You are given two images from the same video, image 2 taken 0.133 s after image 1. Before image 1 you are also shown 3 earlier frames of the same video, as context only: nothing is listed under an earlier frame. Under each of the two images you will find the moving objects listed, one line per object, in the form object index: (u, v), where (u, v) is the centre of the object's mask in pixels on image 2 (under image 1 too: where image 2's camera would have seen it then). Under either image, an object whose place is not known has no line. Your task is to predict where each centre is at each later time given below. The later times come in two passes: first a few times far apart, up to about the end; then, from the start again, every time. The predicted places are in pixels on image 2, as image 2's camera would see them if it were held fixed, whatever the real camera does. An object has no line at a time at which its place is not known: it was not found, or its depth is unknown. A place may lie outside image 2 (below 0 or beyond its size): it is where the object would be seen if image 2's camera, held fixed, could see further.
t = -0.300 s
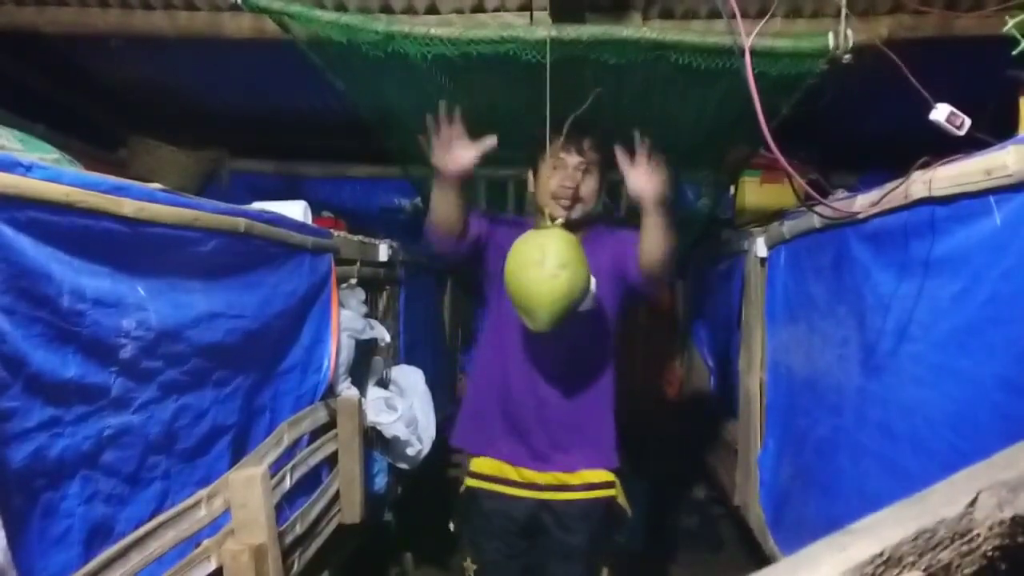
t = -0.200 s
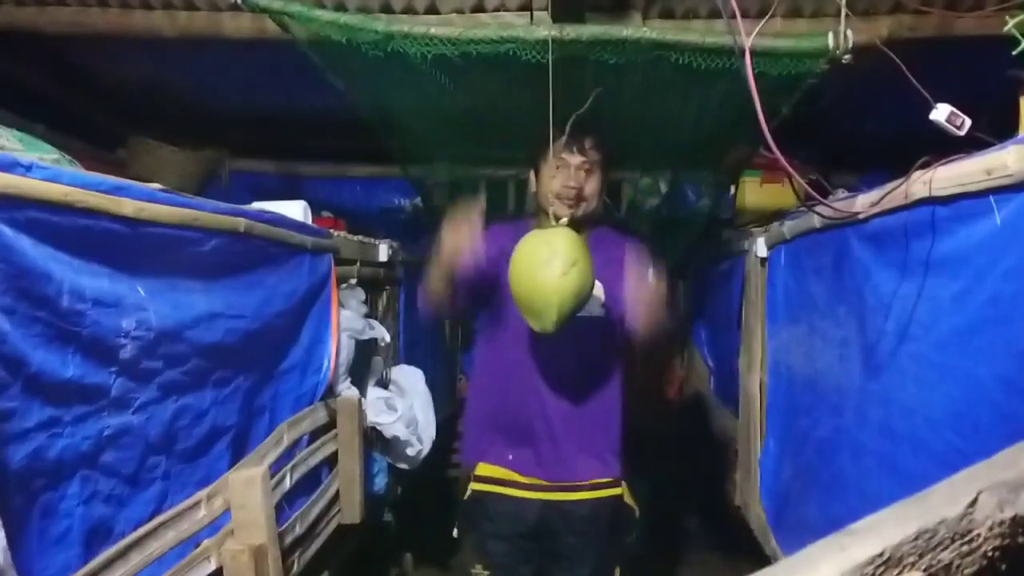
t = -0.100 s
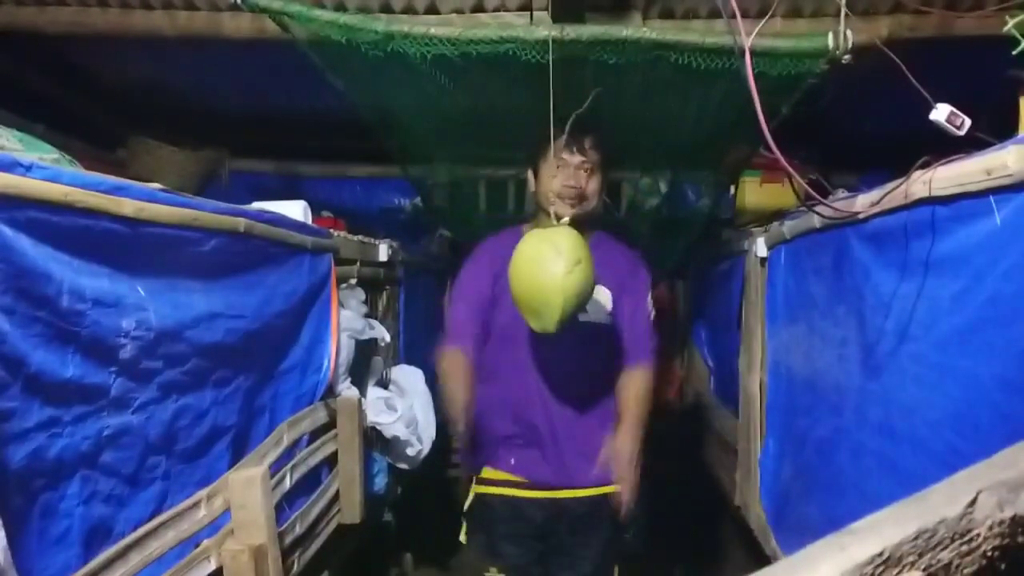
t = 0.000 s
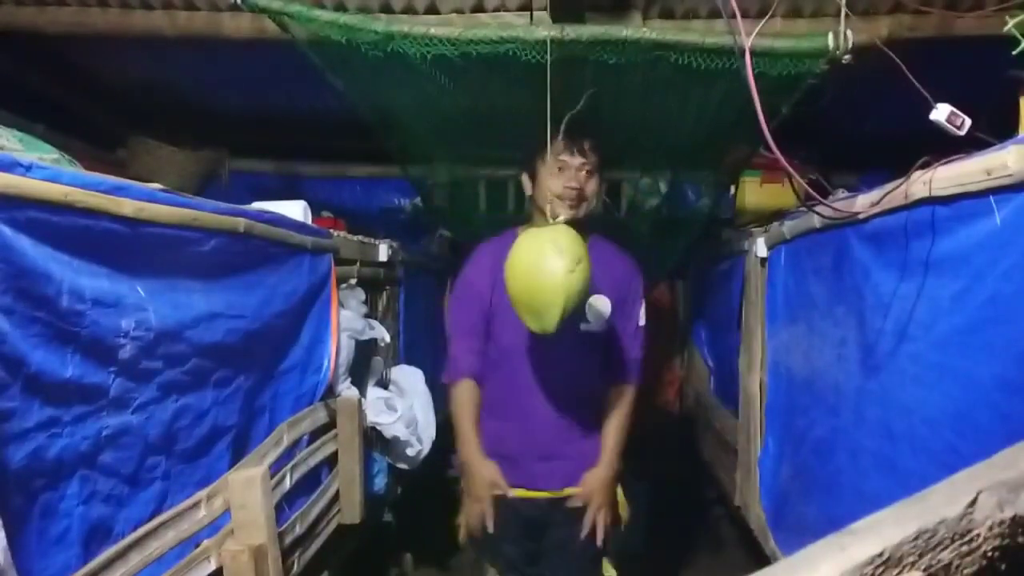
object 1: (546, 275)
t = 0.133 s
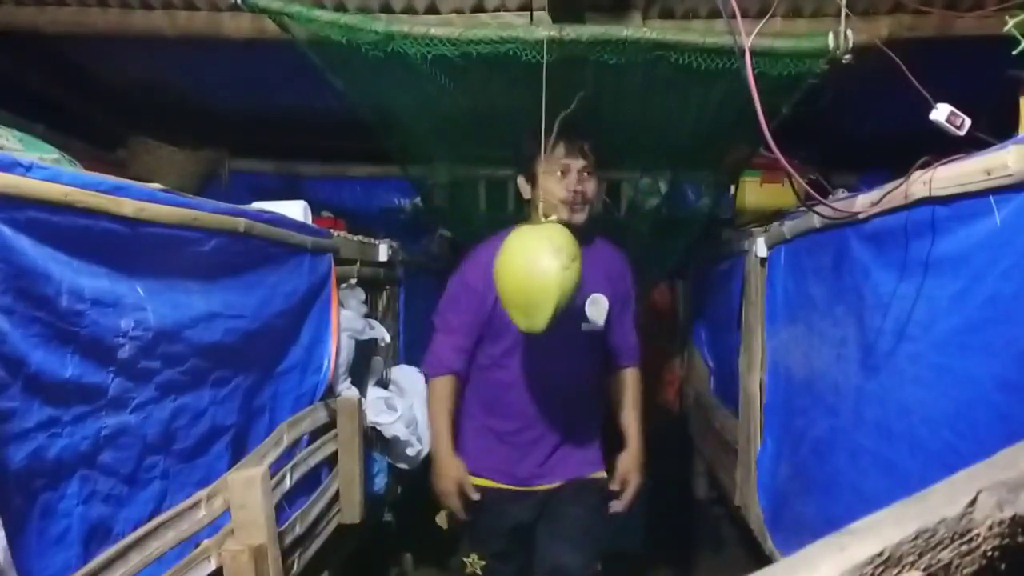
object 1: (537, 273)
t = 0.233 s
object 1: (526, 272)
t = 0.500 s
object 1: (499, 271)
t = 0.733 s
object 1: (492, 272)
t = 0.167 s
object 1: (533, 273)
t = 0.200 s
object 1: (530, 273)
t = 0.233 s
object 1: (526, 272)
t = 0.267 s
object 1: (523, 272)
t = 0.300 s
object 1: (519, 272)
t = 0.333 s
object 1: (515, 272)
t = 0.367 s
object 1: (512, 271)
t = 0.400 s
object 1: (508, 271)
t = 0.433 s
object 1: (505, 271)
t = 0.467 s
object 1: (502, 271)
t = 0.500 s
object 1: (499, 271)
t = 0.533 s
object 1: (497, 271)
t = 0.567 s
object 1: (495, 271)
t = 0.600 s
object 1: (494, 271)
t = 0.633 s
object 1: (492, 271)
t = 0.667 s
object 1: (492, 271)
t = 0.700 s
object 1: (492, 272)
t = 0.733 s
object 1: (492, 272)
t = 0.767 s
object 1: (493, 272)
